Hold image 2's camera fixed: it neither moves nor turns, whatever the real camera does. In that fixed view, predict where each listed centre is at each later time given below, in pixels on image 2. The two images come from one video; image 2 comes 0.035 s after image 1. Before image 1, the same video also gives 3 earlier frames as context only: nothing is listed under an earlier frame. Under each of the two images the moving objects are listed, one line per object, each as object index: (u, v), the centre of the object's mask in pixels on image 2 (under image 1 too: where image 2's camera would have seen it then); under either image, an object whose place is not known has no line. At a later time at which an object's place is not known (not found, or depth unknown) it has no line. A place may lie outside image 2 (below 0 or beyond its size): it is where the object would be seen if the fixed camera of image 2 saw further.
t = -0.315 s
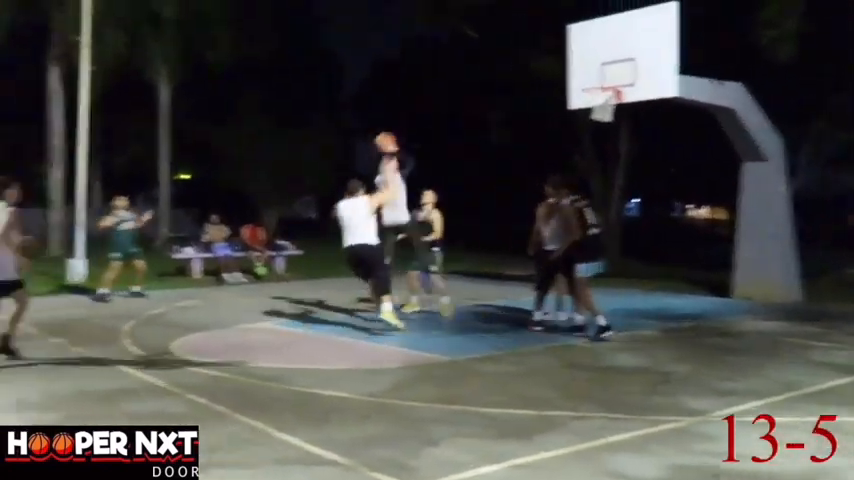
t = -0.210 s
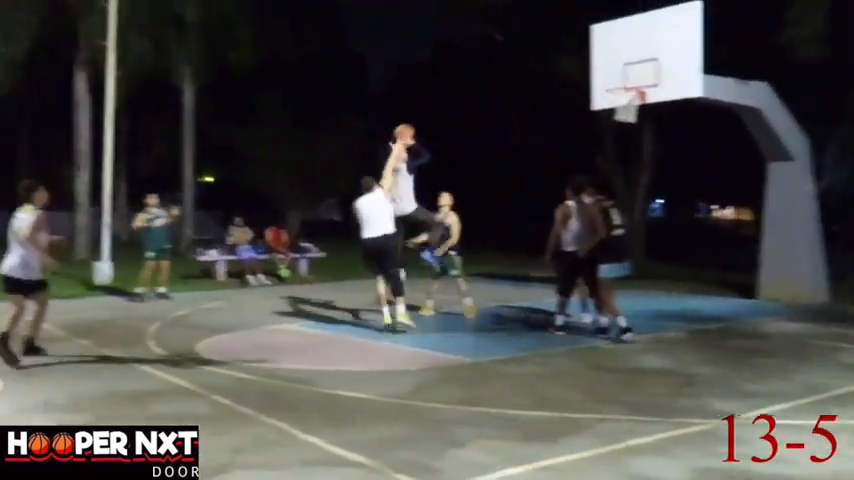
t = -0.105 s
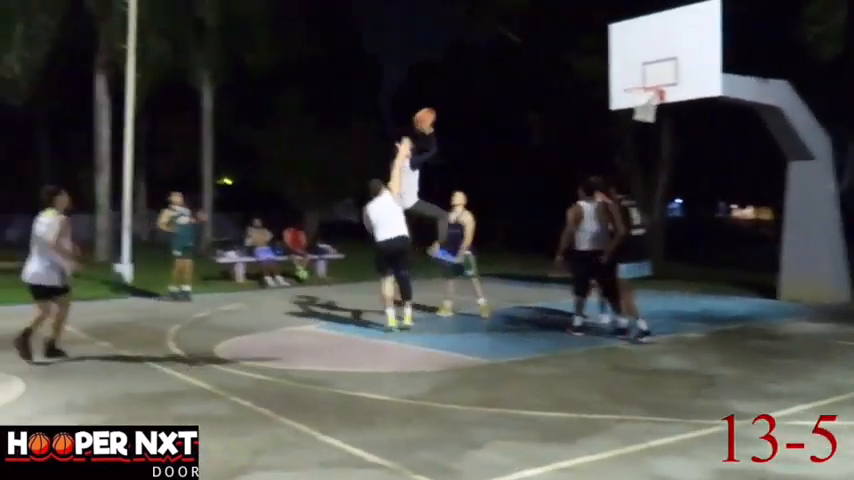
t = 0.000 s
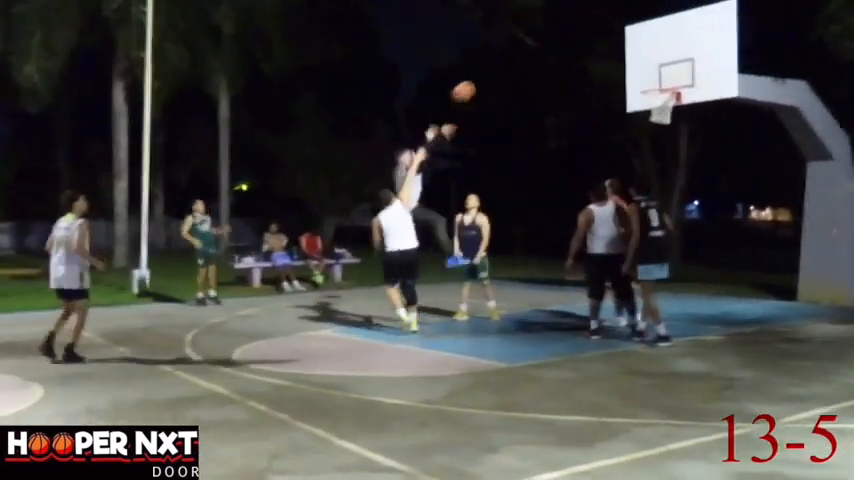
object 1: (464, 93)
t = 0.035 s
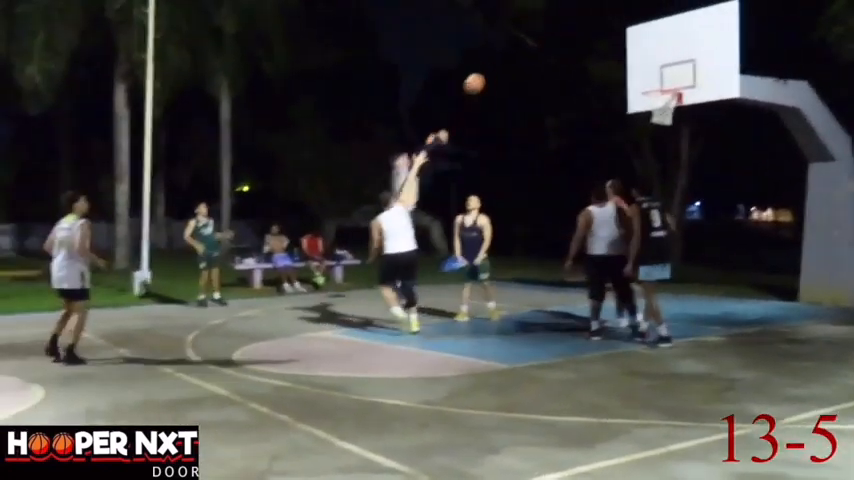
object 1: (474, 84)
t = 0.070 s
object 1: (484, 75)
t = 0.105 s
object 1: (494, 68)
